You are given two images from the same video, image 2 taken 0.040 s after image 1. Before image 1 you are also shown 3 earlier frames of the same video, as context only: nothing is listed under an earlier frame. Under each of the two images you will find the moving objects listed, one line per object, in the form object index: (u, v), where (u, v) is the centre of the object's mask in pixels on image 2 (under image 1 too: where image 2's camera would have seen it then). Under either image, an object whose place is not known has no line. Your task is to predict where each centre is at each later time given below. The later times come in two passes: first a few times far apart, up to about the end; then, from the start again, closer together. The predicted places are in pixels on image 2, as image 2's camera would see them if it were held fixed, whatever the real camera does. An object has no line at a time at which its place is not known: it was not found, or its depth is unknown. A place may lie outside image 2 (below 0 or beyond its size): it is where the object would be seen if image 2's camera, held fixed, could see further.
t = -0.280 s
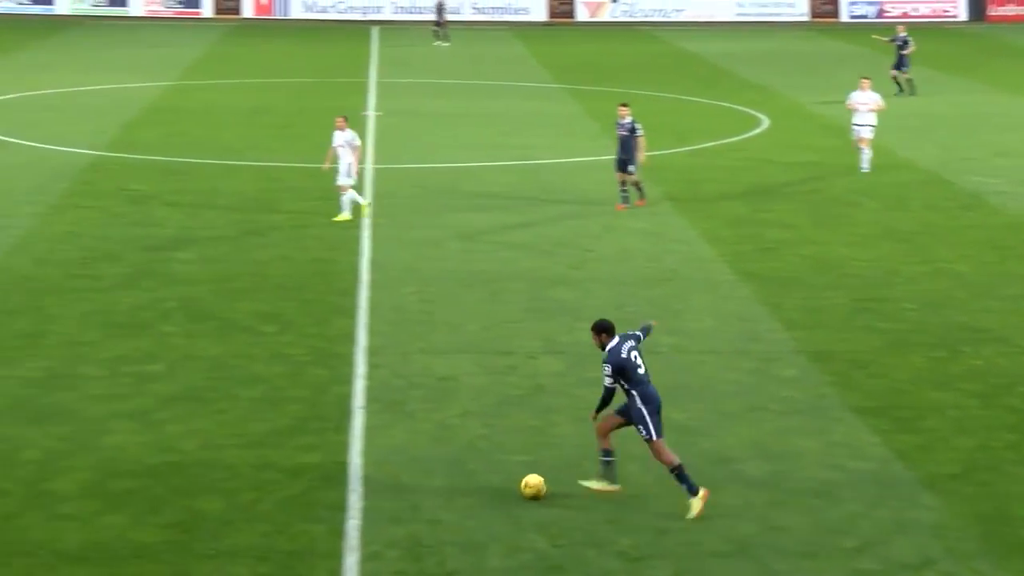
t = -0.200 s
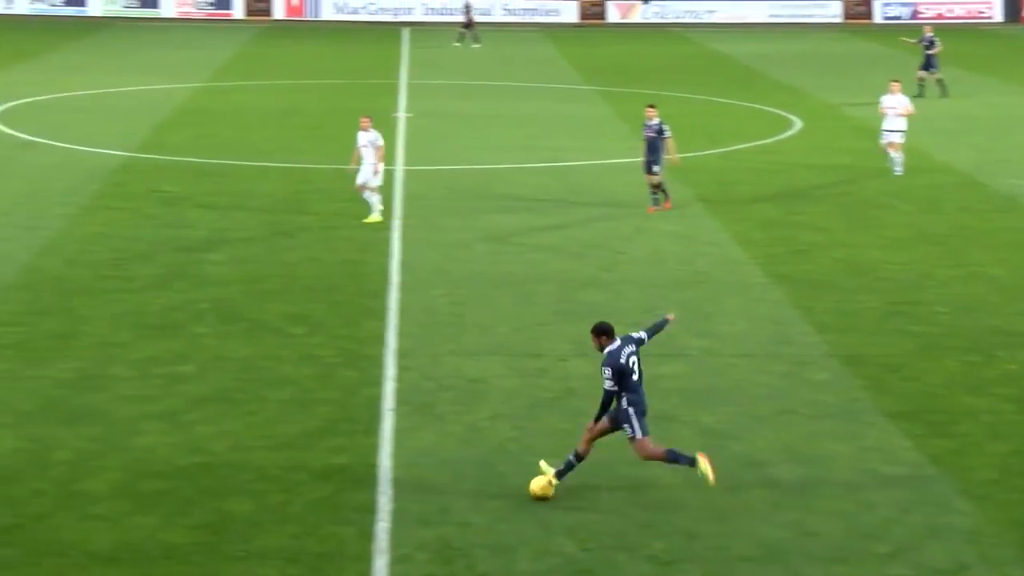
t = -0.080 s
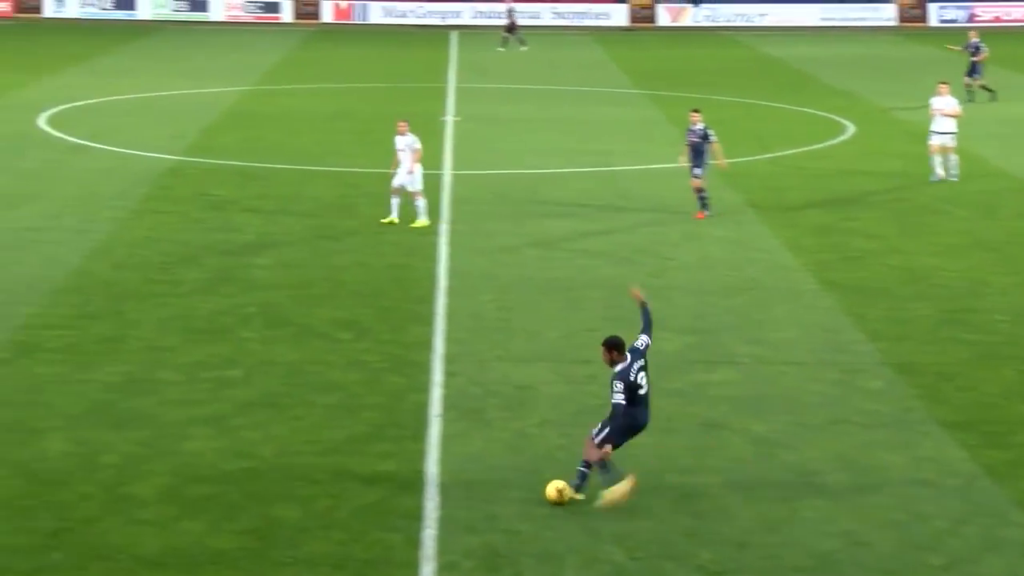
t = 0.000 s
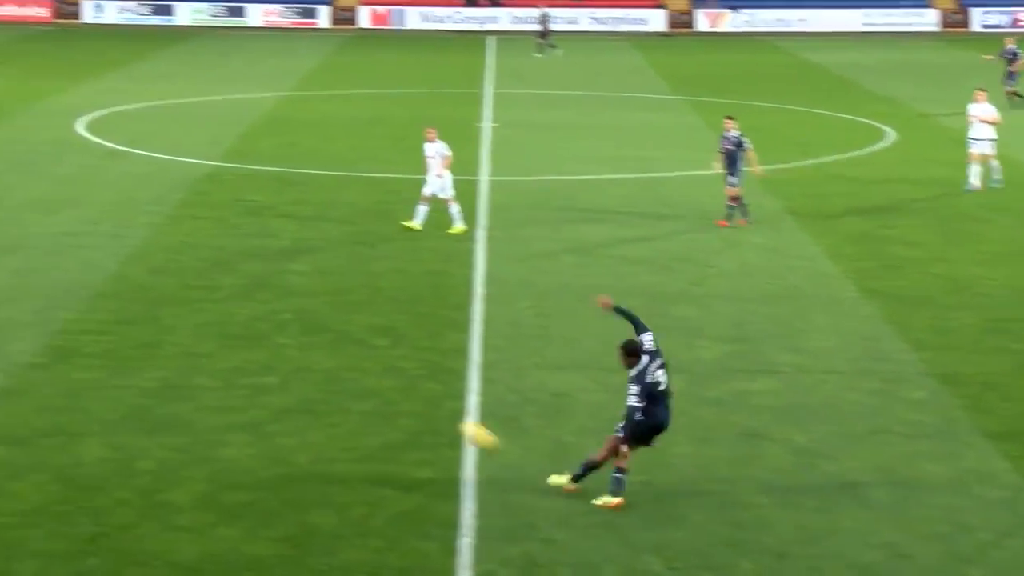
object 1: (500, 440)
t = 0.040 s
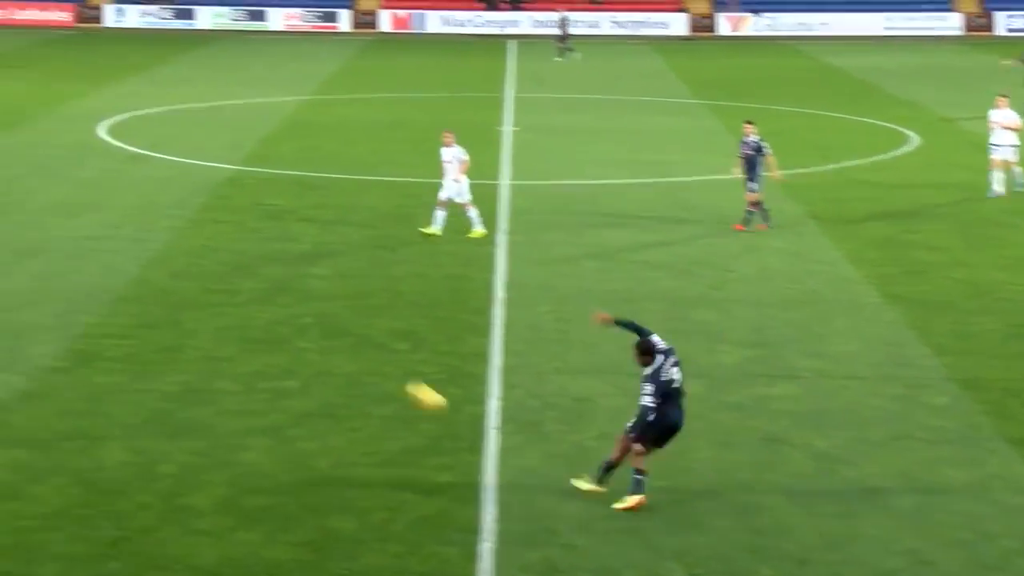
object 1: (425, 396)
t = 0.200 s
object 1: (178, 250)
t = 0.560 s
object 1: (-202, 32)
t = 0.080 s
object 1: (356, 356)
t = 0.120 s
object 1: (293, 318)
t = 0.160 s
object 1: (233, 283)
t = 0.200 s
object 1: (178, 250)
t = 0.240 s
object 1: (128, 220)
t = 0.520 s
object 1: (-163, 52)
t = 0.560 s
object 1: (-202, 32)
